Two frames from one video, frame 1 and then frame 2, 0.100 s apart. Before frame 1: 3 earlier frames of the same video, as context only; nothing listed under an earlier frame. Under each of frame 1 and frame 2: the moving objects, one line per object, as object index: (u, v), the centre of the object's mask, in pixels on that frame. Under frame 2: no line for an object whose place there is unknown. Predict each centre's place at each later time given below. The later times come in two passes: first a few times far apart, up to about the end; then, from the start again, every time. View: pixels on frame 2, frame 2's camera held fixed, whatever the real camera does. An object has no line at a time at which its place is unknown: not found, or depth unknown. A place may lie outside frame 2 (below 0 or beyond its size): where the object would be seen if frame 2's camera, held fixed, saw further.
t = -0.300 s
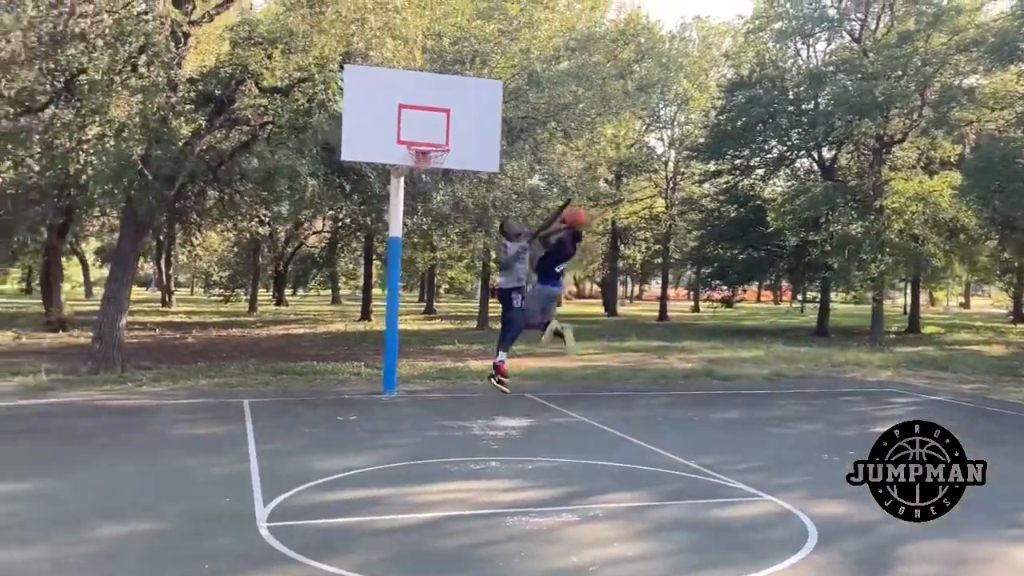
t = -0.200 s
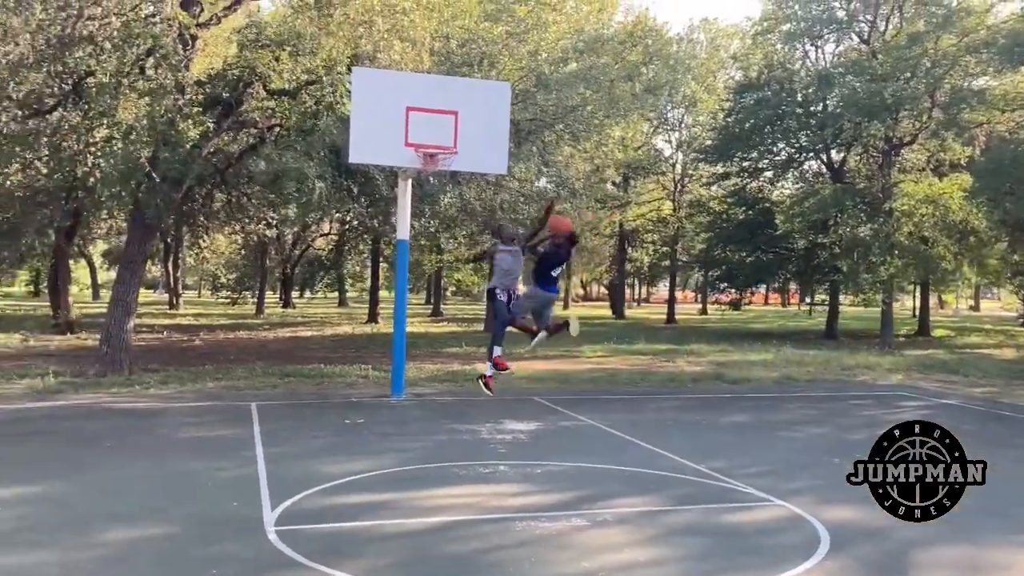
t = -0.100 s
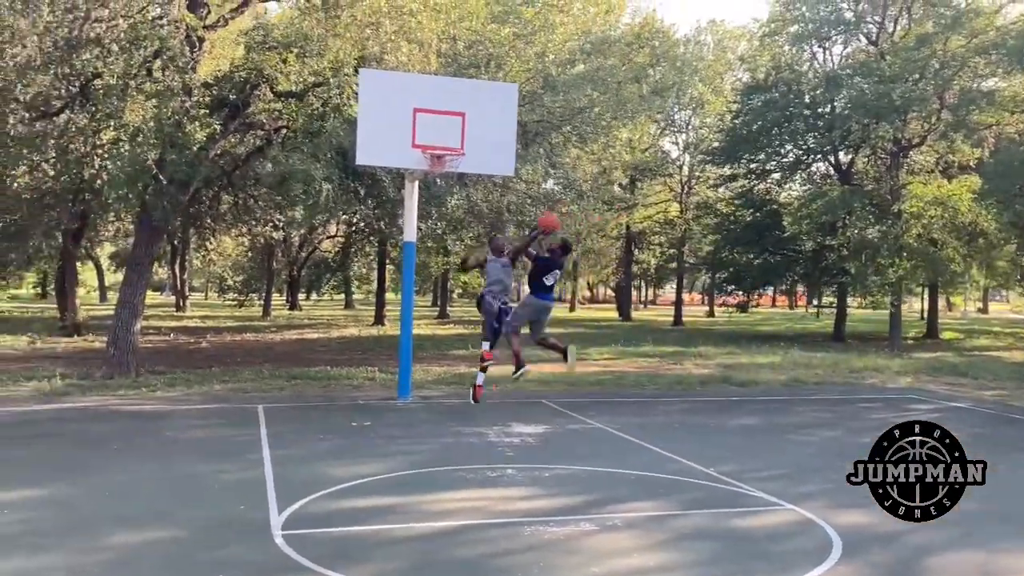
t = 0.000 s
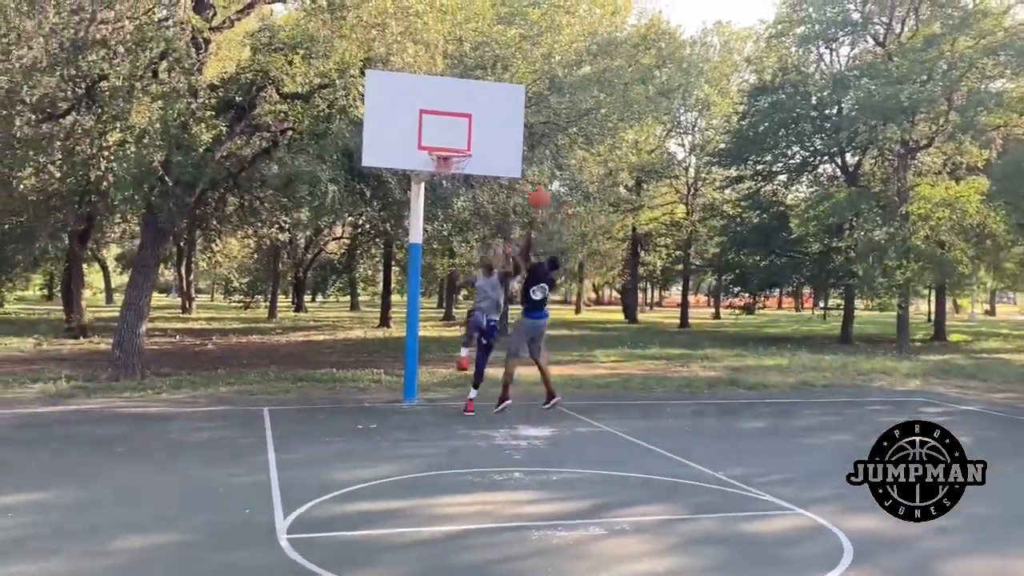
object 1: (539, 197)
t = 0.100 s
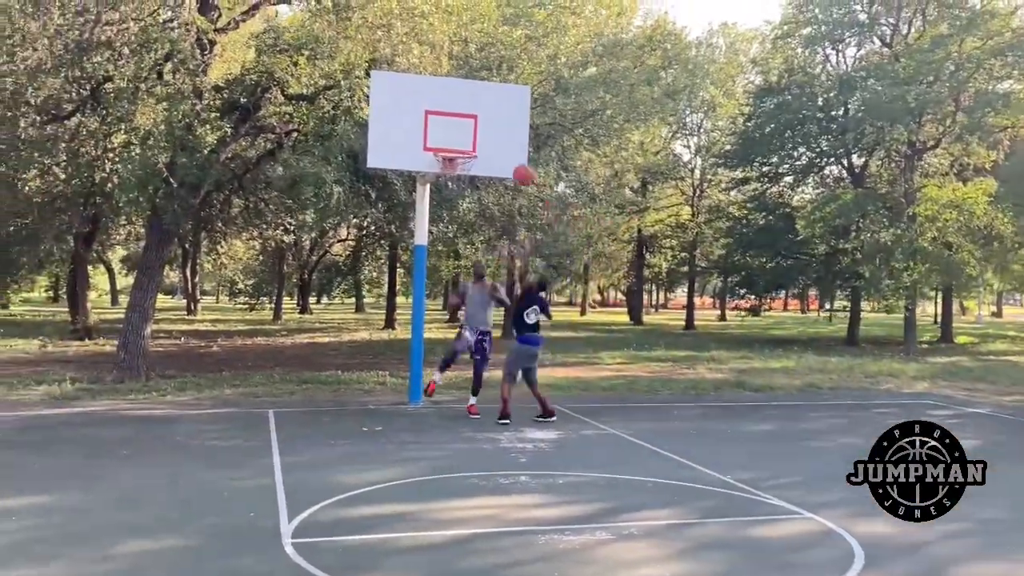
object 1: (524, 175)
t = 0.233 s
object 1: (495, 154)
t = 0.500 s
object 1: (517, 159)
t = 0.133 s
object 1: (515, 168)
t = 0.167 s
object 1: (509, 162)
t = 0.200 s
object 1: (502, 157)
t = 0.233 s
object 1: (495, 154)
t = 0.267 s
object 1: (487, 151)
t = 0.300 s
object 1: (489, 149)
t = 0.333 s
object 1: (494, 149)
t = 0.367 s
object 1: (498, 149)
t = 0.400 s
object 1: (503, 150)
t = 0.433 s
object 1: (508, 152)
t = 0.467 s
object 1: (513, 155)
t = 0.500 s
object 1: (517, 159)
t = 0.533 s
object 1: (523, 164)
